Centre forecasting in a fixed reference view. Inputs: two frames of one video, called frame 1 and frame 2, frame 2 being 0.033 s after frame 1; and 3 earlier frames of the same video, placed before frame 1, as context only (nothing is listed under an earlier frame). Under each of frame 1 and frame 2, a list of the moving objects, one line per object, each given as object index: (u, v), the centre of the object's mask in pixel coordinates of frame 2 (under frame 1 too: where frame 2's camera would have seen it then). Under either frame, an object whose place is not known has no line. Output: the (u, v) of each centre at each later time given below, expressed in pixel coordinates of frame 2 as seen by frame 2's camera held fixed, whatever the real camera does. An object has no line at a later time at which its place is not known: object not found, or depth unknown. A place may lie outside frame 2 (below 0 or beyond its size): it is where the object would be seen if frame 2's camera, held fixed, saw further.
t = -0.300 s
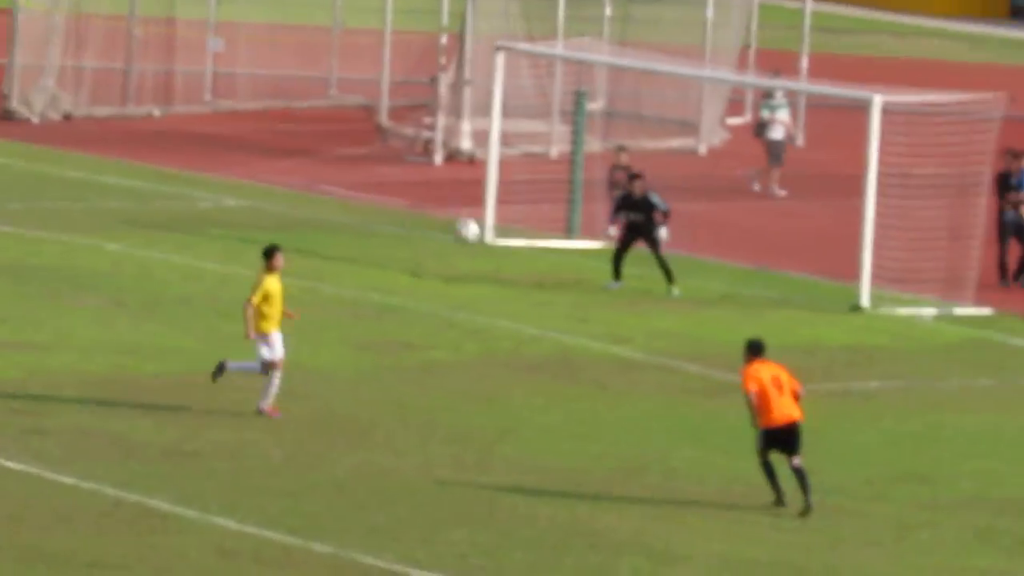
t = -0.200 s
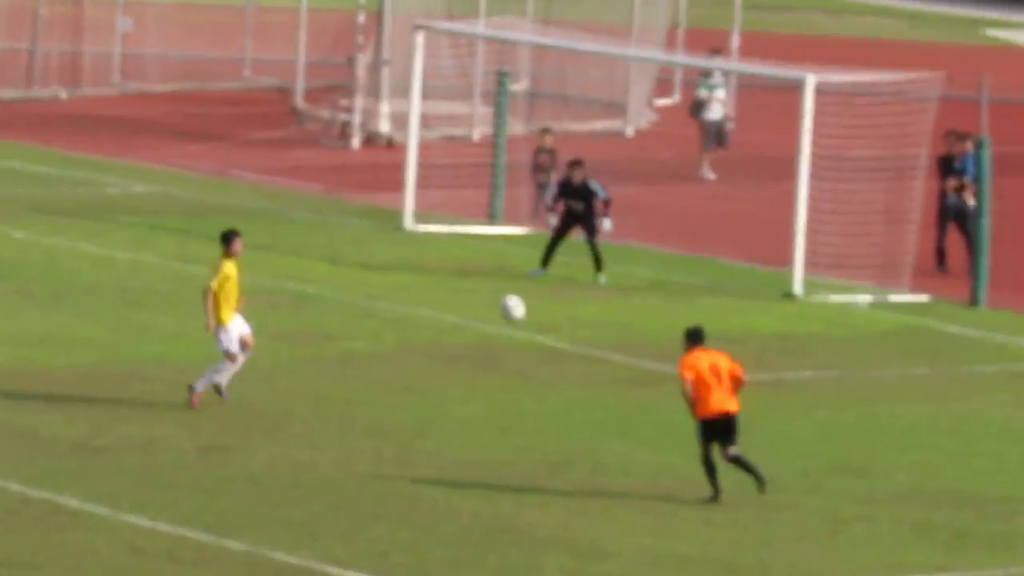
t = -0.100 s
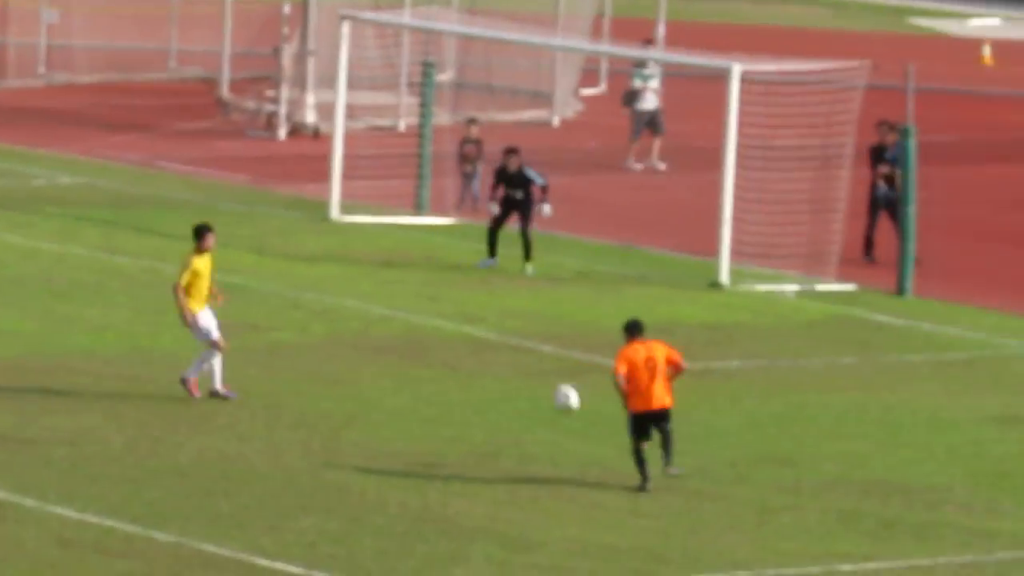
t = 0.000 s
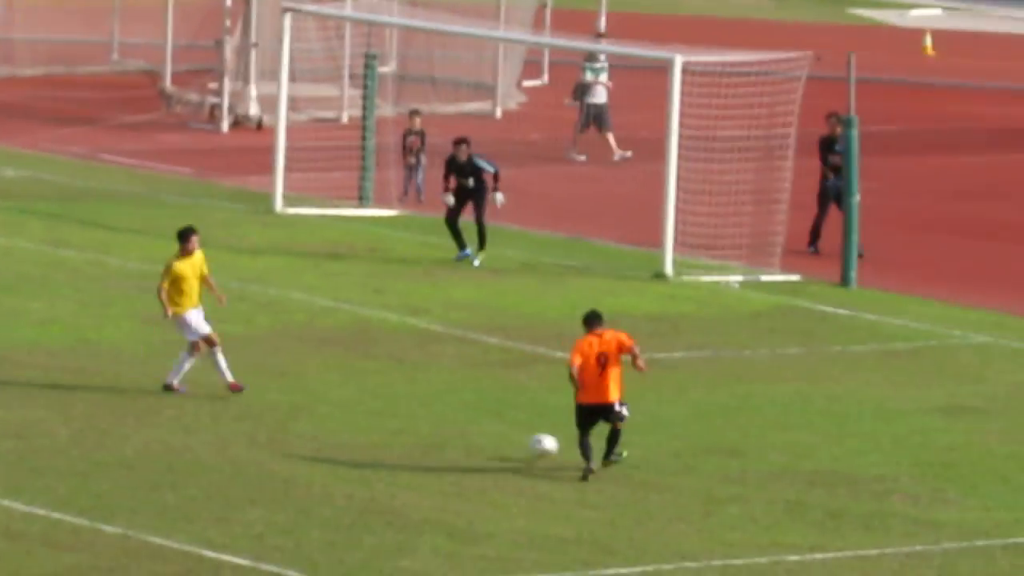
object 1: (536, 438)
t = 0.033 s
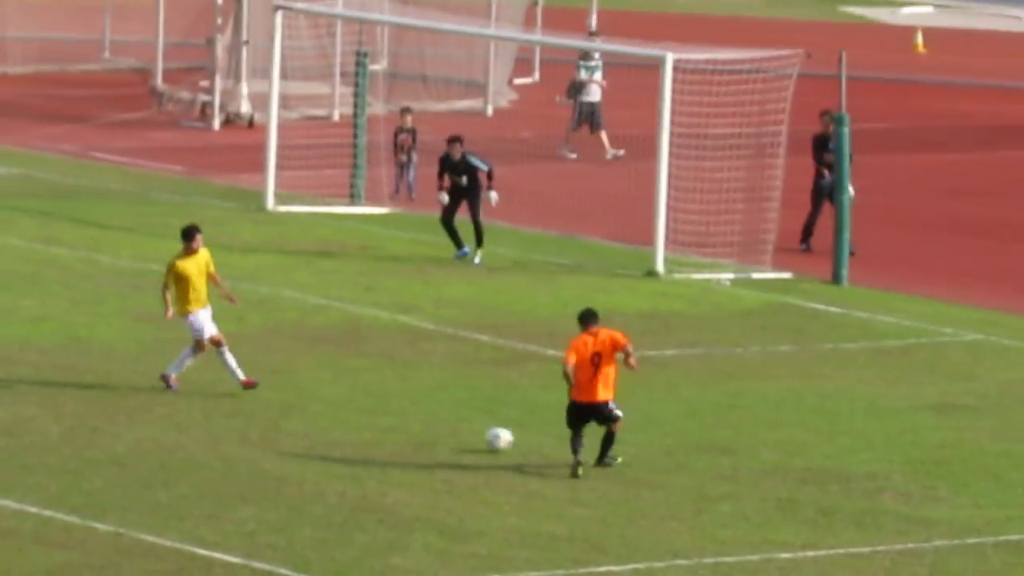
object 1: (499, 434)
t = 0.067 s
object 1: (463, 431)
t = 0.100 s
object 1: (433, 423)
